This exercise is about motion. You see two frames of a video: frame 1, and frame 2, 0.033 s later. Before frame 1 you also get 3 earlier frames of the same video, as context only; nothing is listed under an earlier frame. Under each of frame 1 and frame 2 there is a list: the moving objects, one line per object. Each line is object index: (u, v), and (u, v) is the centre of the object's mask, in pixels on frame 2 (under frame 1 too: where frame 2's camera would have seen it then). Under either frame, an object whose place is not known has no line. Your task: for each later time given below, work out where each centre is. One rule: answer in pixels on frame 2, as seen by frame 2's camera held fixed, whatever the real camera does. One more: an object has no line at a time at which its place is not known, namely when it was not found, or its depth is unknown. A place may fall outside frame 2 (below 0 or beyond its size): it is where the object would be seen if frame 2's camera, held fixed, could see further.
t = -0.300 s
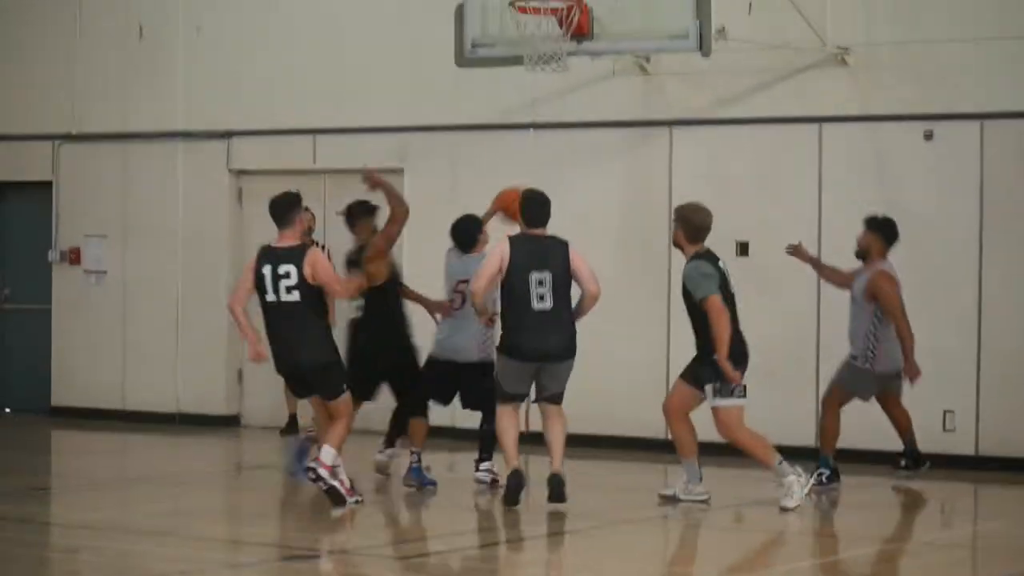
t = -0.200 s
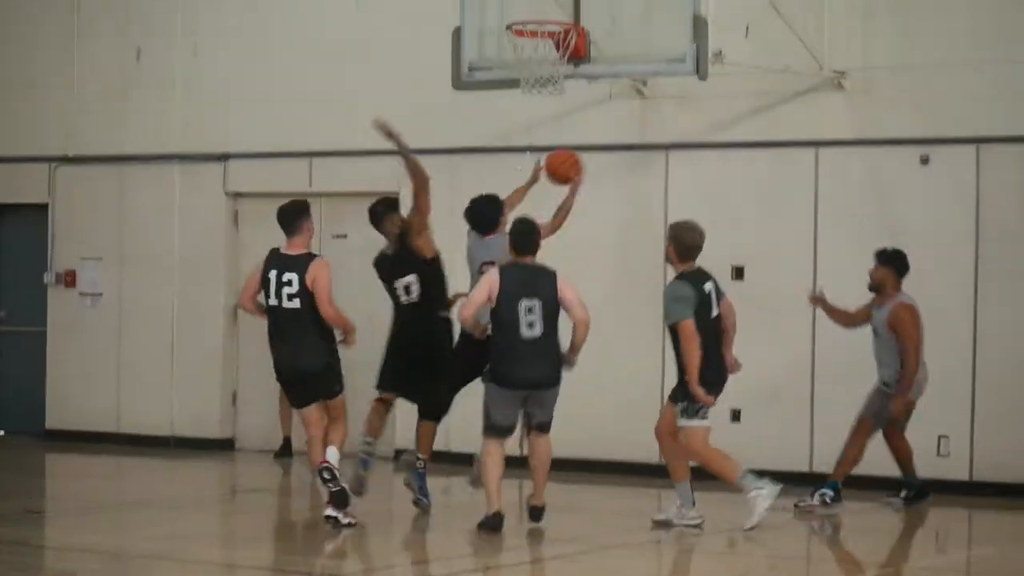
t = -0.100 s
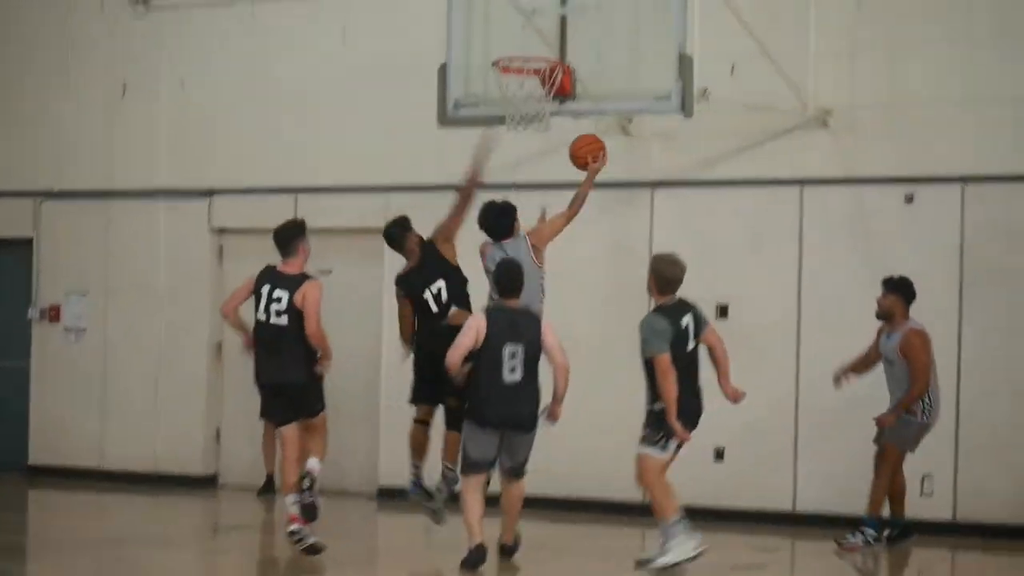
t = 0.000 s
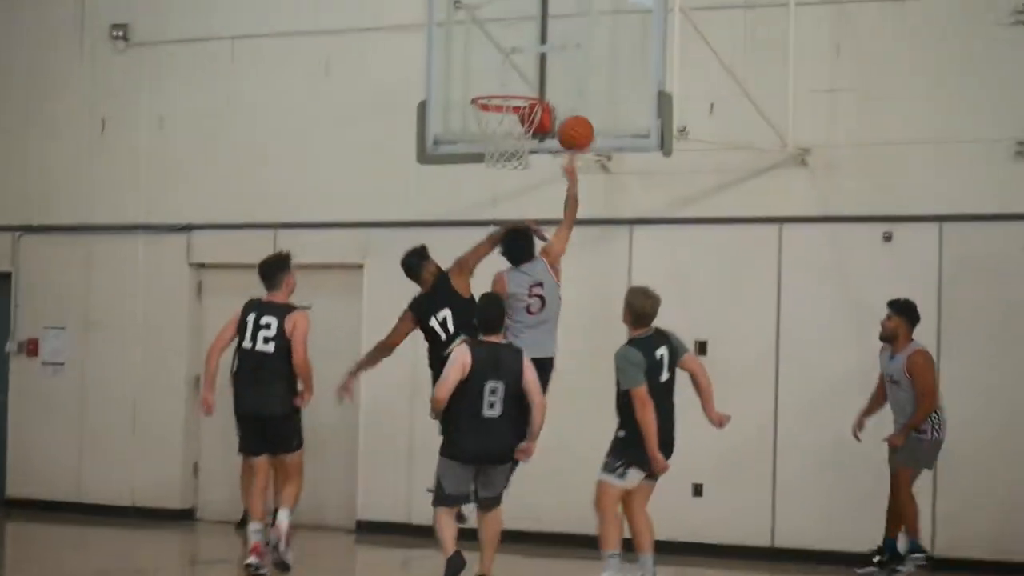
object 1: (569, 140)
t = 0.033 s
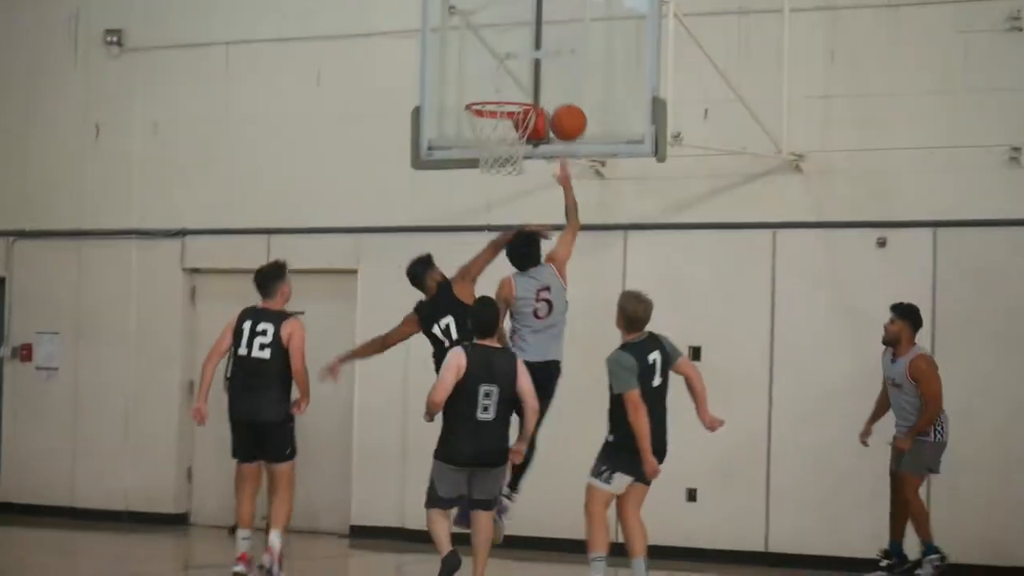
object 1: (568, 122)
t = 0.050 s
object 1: (567, 115)
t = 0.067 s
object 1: (567, 107)
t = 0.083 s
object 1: (566, 101)
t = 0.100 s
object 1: (565, 95)
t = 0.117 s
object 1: (565, 89)
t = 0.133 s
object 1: (564, 83)
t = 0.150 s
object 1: (563, 79)
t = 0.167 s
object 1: (562, 74)
